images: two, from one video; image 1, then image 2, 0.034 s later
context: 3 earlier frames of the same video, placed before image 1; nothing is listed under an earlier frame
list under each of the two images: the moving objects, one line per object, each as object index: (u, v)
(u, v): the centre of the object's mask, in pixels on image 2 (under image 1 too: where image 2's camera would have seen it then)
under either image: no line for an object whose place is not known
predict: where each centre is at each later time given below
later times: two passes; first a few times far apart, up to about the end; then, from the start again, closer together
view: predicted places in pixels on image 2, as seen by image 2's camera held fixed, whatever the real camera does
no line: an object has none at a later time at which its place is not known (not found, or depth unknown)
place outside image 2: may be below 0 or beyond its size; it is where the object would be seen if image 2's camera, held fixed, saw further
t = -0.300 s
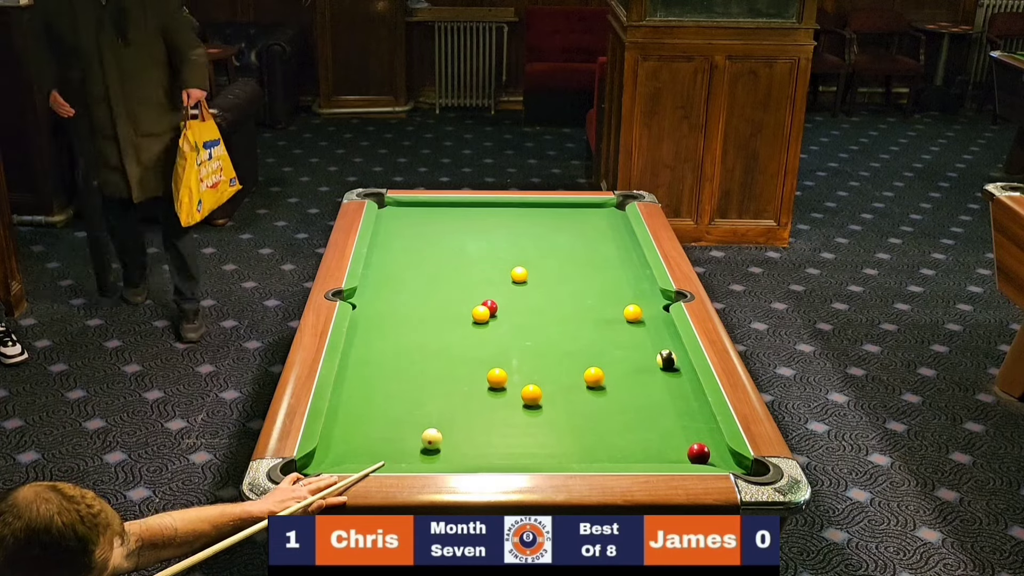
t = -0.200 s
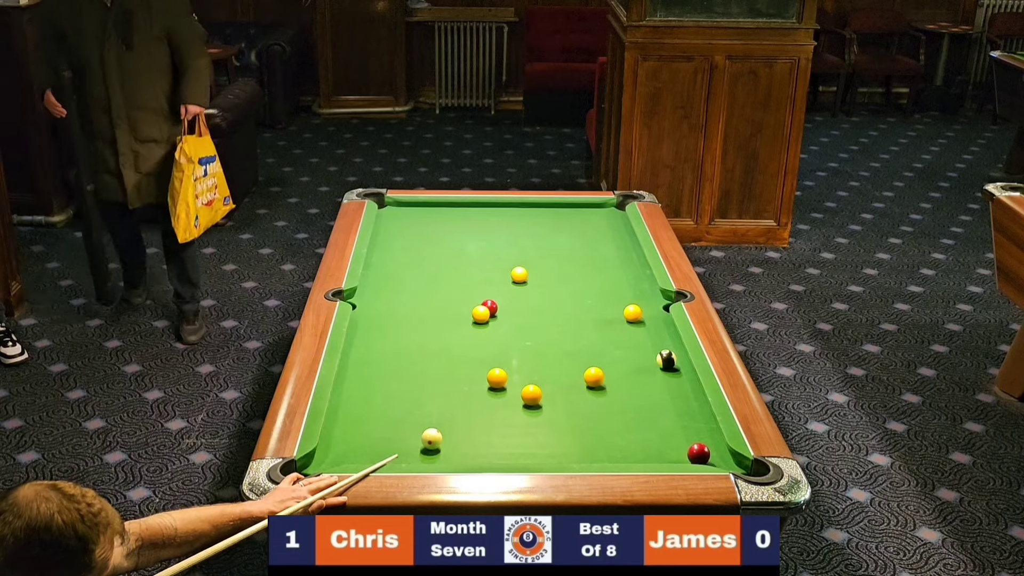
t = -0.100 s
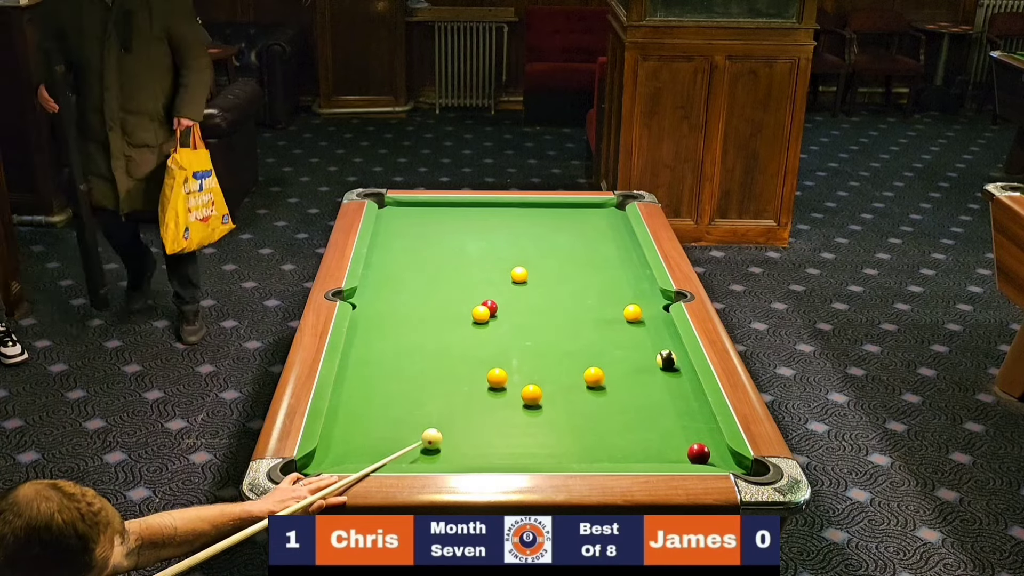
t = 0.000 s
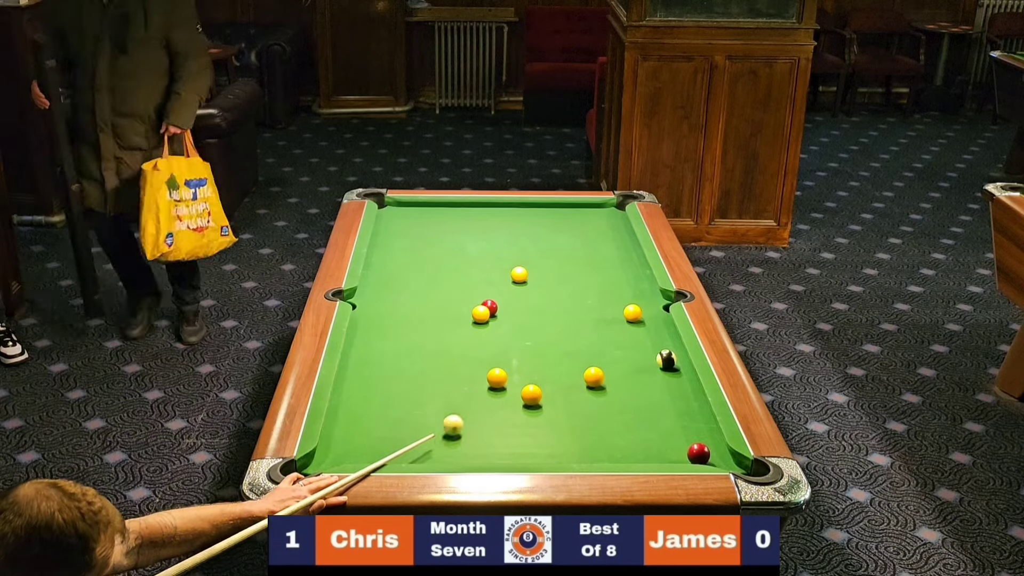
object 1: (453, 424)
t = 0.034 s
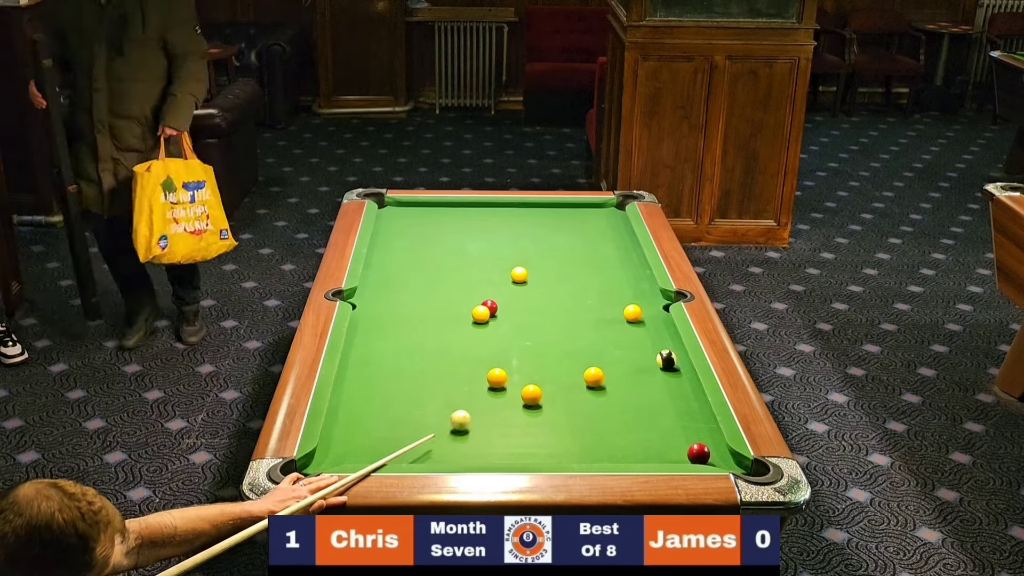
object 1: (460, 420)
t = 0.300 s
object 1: (515, 385)
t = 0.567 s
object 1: (562, 355)
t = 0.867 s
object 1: (607, 326)
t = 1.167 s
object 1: (616, 311)
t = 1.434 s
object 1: (612, 303)
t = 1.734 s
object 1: (608, 296)
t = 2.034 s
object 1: (604, 290)
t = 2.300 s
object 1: (602, 286)
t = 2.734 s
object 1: (597, 280)
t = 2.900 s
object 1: (599, 280)
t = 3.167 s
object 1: (599, 279)
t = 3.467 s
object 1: (599, 279)
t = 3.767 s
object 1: (599, 279)
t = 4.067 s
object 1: (599, 279)
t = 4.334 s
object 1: (599, 279)
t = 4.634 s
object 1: (599, 279)
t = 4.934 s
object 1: (599, 279)
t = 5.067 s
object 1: (599, 279)
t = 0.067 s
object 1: (468, 415)
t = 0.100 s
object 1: (475, 410)
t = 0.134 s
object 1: (482, 406)
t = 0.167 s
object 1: (489, 402)
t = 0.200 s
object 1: (496, 397)
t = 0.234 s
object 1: (502, 393)
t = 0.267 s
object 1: (509, 389)
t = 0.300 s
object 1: (515, 385)
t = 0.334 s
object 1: (521, 380)
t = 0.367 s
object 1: (527, 376)
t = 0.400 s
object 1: (533, 373)
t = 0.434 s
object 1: (539, 369)
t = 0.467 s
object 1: (545, 365)
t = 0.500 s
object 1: (551, 362)
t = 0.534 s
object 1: (556, 358)
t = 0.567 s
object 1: (562, 355)
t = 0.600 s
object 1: (567, 351)
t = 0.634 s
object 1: (572, 348)
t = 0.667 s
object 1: (577, 345)
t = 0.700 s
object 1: (583, 342)
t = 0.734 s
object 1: (588, 338)
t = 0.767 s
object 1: (592, 335)
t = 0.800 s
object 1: (597, 332)
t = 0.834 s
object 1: (602, 329)
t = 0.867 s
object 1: (607, 326)
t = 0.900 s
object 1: (611, 323)
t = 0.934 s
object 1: (616, 320)
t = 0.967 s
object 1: (620, 318)
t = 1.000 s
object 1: (618, 317)
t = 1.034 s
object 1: (618, 316)
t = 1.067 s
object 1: (617, 314)
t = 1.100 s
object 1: (617, 313)
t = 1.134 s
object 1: (616, 312)
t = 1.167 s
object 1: (616, 311)
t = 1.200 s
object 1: (615, 310)
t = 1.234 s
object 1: (615, 309)
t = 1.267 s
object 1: (614, 308)
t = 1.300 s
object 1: (614, 307)
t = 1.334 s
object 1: (614, 306)
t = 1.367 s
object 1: (613, 305)
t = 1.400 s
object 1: (612, 304)
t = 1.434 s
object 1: (612, 303)
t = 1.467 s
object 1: (611, 302)
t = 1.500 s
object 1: (611, 302)
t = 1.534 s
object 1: (611, 301)
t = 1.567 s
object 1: (610, 300)
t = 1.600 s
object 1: (610, 299)
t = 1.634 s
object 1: (609, 299)
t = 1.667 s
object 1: (609, 298)
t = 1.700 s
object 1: (608, 297)
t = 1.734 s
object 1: (608, 296)
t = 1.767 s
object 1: (608, 296)
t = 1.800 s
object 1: (607, 295)
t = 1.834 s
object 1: (607, 294)
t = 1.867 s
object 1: (606, 293)
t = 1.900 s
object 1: (606, 293)
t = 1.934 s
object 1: (605, 292)
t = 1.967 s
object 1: (605, 292)
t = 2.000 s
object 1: (605, 291)
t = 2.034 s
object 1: (604, 290)
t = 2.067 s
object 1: (604, 289)
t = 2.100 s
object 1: (604, 289)
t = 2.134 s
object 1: (603, 288)
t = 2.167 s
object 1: (603, 288)
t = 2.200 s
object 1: (603, 287)
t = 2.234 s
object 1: (602, 287)
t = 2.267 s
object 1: (602, 286)
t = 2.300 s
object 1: (602, 286)
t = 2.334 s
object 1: (602, 286)
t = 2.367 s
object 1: (601, 285)
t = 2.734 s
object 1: (597, 280)
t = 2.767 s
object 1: (599, 281)
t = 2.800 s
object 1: (599, 281)
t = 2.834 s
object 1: (599, 281)
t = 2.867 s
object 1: (599, 281)
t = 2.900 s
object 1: (599, 280)
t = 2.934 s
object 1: (599, 280)
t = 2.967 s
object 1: (599, 280)
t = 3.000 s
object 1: (599, 280)
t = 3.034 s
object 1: (599, 280)
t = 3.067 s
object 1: (599, 279)
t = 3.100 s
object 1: (599, 279)
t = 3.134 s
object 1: (599, 279)
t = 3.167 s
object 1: (599, 279)
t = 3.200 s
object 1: (599, 279)
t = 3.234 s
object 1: (599, 276)
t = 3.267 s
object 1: (598, 281)
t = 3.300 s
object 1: (599, 279)
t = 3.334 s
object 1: (599, 279)
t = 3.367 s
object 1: (599, 279)
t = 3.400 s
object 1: (599, 279)
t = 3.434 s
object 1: (599, 279)
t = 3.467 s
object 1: (599, 279)
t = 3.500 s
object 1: (599, 279)
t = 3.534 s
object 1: (599, 279)
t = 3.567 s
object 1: (599, 279)
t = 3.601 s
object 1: (599, 279)
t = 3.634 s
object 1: (599, 279)
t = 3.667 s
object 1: (599, 279)
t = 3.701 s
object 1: (599, 279)
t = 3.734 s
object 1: (599, 279)
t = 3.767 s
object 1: (599, 279)
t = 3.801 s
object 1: (599, 279)
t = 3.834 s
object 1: (599, 279)
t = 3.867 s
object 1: (599, 279)
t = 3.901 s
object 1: (599, 279)
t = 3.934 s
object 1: (599, 279)
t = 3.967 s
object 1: (599, 279)
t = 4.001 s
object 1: (599, 279)
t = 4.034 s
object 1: (599, 279)
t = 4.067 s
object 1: (599, 279)
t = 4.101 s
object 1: (599, 279)
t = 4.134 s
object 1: (599, 279)
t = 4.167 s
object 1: (599, 279)
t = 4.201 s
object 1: (599, 279)
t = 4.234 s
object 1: (599, 279)
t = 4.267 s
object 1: (599, 279)
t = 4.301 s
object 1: (599, 279)
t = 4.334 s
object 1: (599, 279)
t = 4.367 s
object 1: (599, 279)
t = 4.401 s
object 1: (599, 279)
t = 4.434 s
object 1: (599, 279)
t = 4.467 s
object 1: (599, 279)
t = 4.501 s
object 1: (599, 279)
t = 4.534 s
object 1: (599, 279)
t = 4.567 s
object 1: (599, 279)
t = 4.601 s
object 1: (599, 279)
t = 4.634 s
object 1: (599, 279)
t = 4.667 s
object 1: (599, 279)
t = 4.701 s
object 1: (599, 279)
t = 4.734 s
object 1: (599, 279)
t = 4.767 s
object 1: (599, 279)
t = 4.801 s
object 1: (599, 279)
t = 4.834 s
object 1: (599, 279)
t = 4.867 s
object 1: (599, 279)
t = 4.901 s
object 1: (599, 279)
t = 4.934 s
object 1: (599, 279)
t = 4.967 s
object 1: (599, 279)
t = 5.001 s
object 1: (599, 279)
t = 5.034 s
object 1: (599, 279)
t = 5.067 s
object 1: (599, 279)
